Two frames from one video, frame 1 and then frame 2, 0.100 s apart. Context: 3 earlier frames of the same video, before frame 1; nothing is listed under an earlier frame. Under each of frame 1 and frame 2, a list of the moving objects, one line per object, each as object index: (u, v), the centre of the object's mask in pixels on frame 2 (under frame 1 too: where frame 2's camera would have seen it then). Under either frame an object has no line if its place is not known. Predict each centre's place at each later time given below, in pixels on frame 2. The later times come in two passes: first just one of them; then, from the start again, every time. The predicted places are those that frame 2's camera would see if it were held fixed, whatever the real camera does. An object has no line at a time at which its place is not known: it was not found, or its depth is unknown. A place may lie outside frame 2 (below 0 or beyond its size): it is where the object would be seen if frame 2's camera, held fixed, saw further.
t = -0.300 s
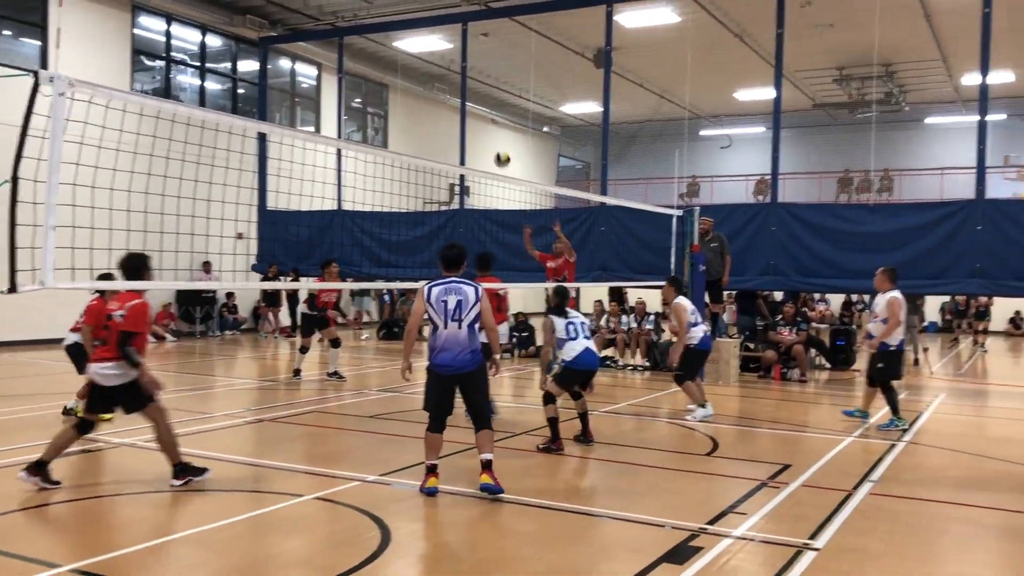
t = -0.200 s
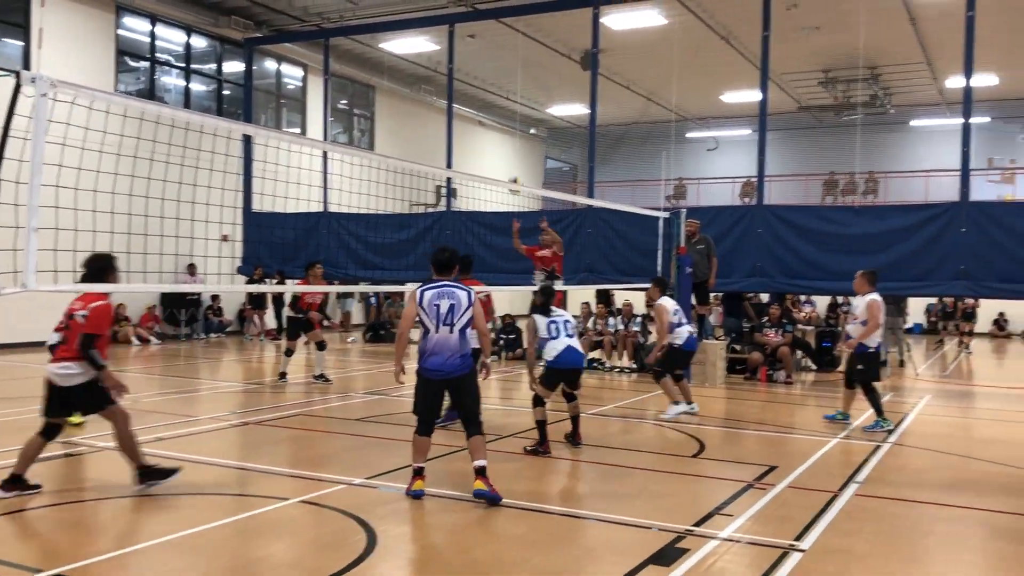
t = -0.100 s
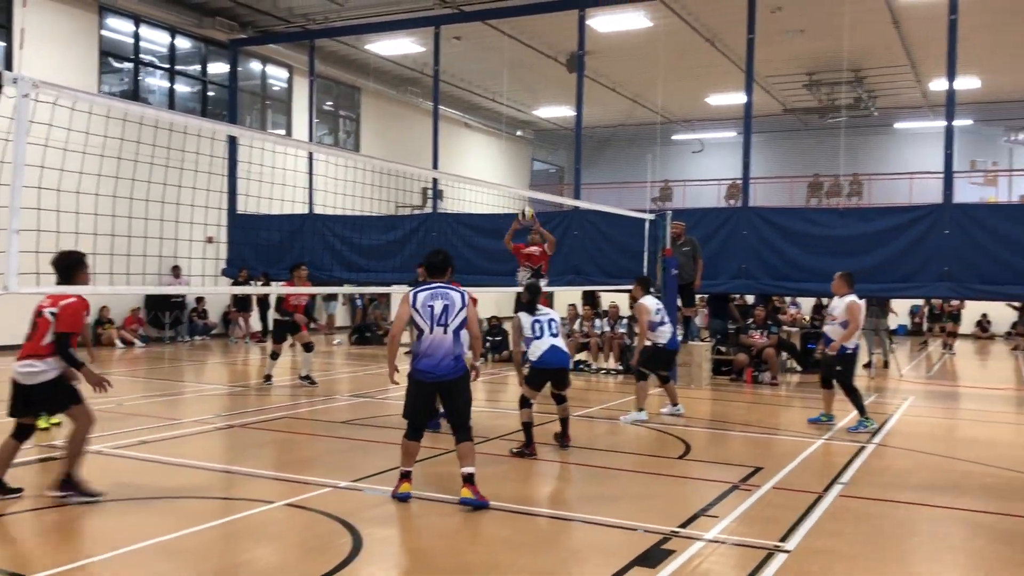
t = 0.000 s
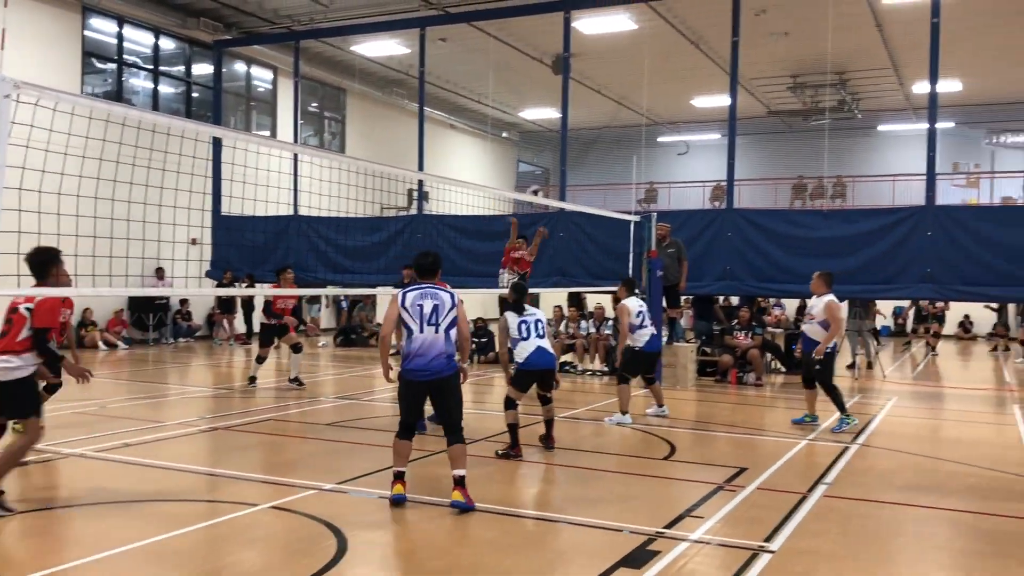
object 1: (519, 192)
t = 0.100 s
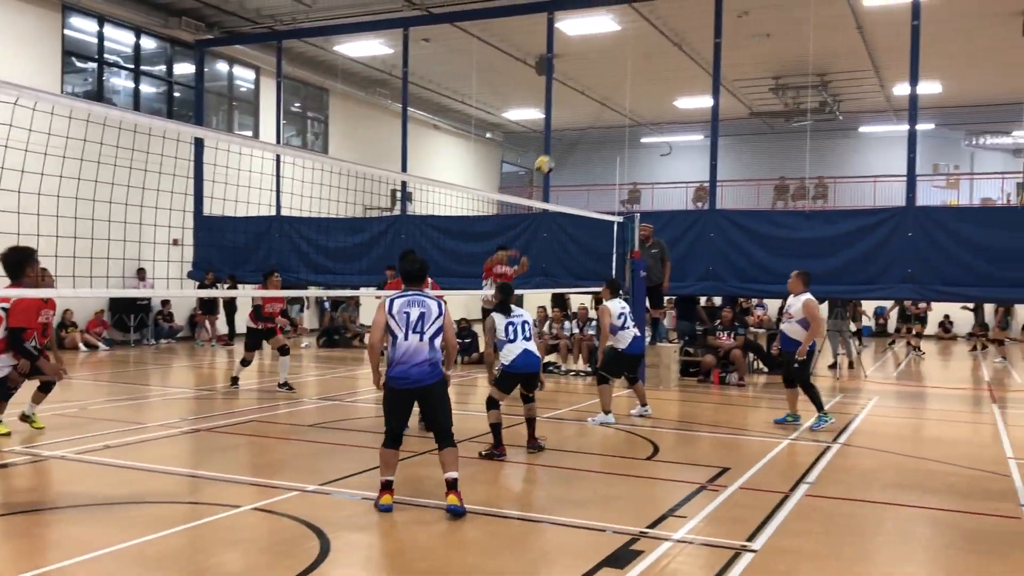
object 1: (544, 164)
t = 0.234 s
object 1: (582, 133)
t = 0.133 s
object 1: (553, 156)
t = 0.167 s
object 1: (563, 148)
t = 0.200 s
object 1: (572, 141)
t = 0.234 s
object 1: (582, 133)
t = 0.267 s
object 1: (593, 126)
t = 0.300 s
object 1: (603, 121)
